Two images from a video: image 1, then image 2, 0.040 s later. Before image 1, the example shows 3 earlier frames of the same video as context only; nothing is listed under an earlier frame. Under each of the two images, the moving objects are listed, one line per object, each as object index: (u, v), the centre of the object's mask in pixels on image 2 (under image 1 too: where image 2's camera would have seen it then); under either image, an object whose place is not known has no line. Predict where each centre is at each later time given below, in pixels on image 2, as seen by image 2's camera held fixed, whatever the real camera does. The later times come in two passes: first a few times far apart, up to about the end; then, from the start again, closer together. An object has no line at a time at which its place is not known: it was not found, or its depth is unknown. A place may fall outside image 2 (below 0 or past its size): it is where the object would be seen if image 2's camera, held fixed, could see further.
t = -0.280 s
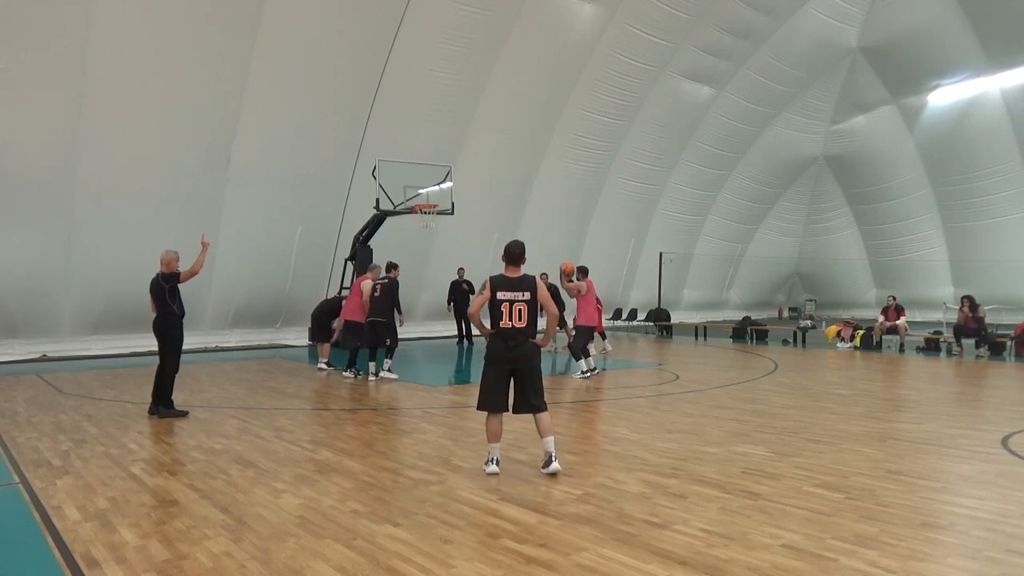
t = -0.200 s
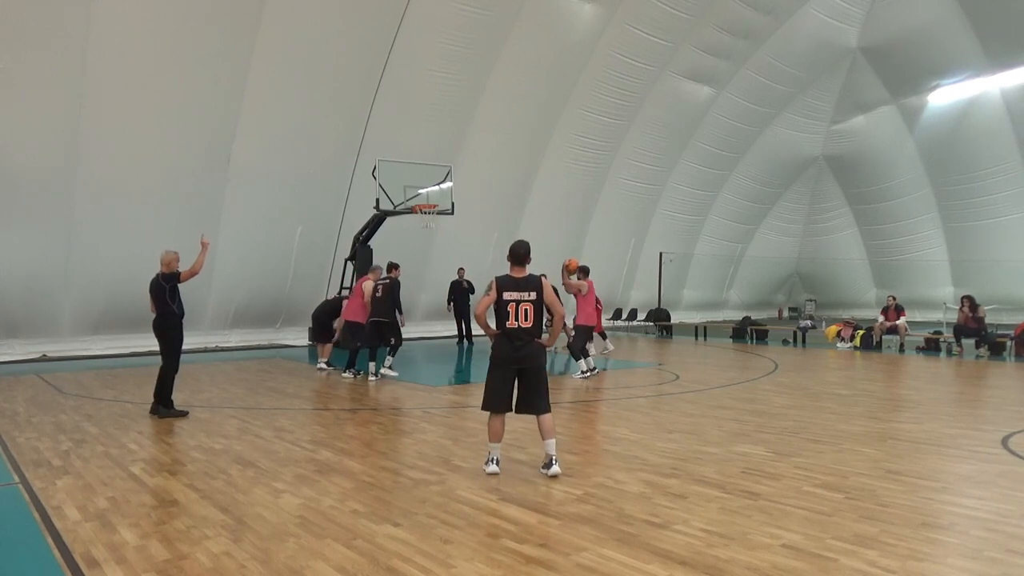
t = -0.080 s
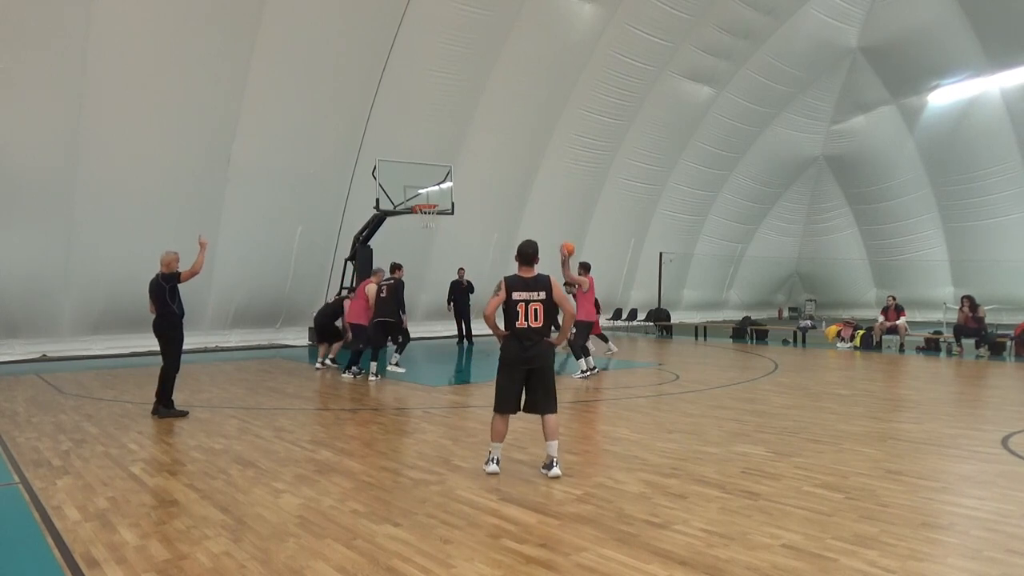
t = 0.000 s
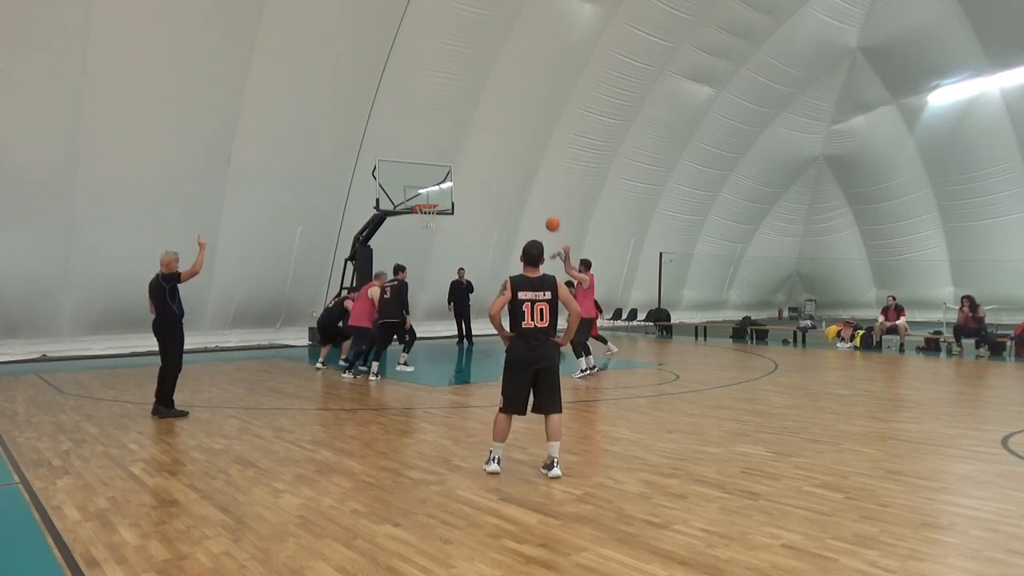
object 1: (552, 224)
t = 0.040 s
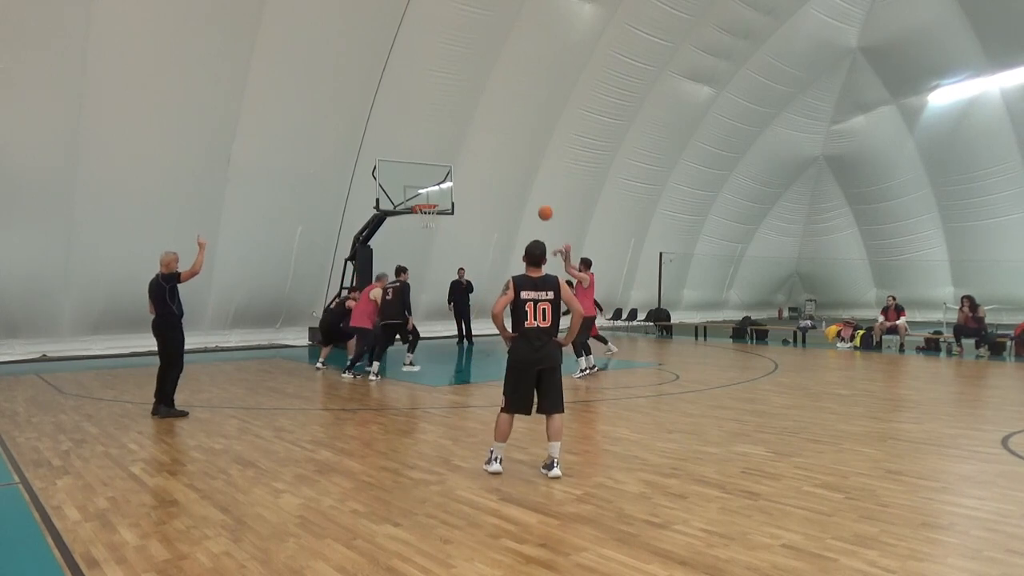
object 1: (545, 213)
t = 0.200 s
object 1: (517, 180)
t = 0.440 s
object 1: (480, 160)
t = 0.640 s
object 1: (454, 166)
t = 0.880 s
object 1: (426, 199)
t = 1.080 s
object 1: (427, 223)
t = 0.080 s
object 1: (538, 203)
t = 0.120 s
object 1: (531, 194)
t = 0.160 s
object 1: (524, 186)
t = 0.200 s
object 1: (517, 180)
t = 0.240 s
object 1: (511, 174)
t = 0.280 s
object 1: (504, 169)
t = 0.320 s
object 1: (498, 165)
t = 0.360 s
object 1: (492, 162)
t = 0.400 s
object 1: (486, 161)
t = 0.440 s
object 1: (480, 160)
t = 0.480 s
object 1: (475, 159)
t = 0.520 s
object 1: (470, 160)
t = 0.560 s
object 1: (464, 161)
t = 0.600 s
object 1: (459, 164)
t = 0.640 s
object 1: (454, 166)
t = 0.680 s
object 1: (449, 170)
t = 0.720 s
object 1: (444, 174)
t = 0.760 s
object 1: (439, 179)
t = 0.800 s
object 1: (435, 185)
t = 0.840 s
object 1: (430, 192)
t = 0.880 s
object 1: (426, 199)
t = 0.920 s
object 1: (424, 201)
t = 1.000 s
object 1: (428, 214)
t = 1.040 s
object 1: (428, 216)
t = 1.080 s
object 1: (427, 223)
